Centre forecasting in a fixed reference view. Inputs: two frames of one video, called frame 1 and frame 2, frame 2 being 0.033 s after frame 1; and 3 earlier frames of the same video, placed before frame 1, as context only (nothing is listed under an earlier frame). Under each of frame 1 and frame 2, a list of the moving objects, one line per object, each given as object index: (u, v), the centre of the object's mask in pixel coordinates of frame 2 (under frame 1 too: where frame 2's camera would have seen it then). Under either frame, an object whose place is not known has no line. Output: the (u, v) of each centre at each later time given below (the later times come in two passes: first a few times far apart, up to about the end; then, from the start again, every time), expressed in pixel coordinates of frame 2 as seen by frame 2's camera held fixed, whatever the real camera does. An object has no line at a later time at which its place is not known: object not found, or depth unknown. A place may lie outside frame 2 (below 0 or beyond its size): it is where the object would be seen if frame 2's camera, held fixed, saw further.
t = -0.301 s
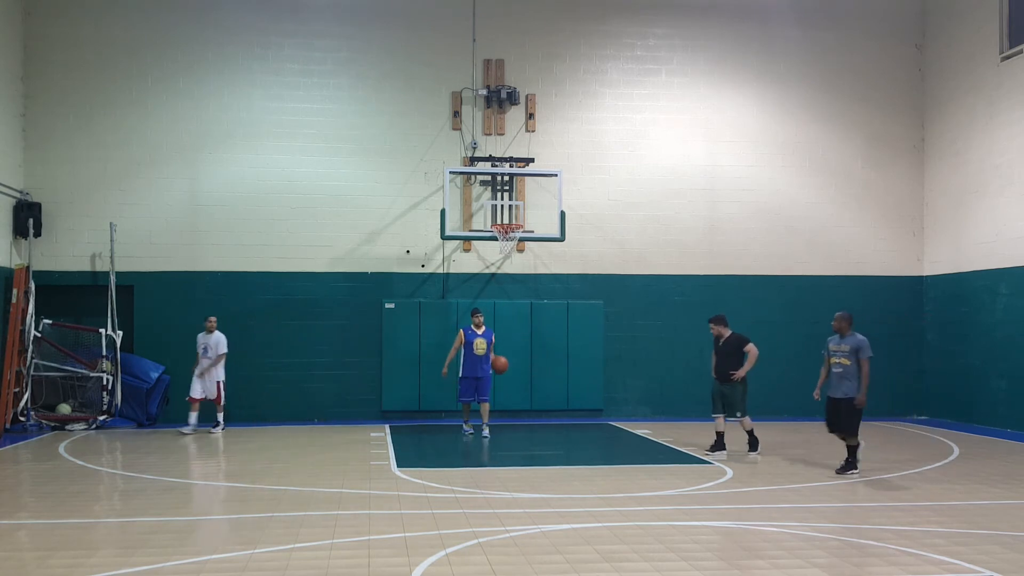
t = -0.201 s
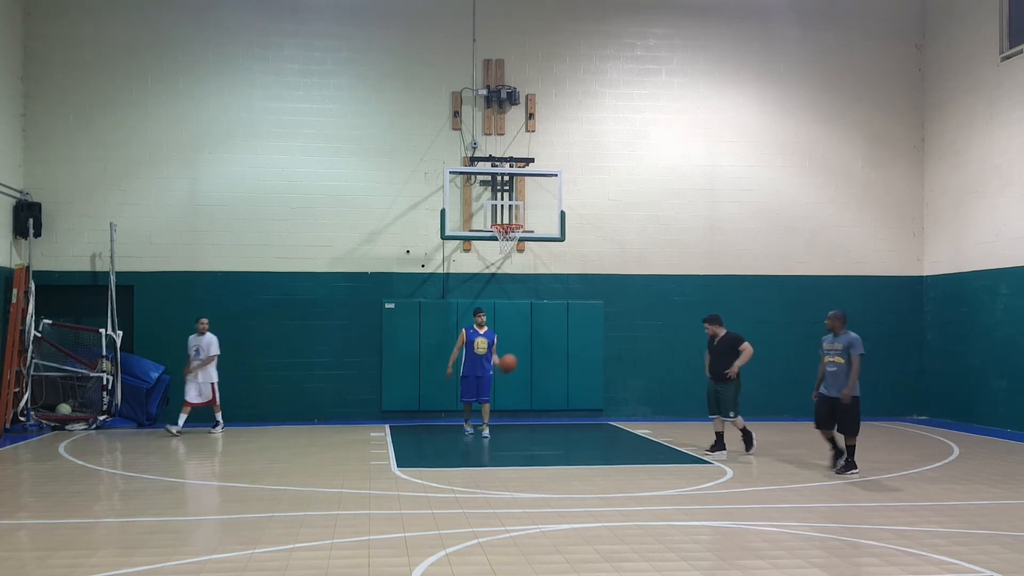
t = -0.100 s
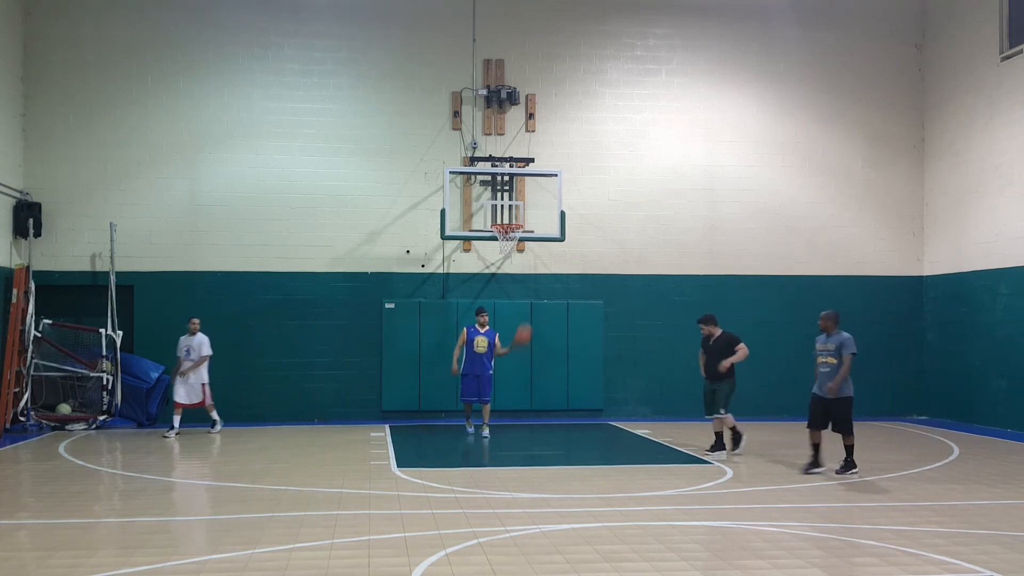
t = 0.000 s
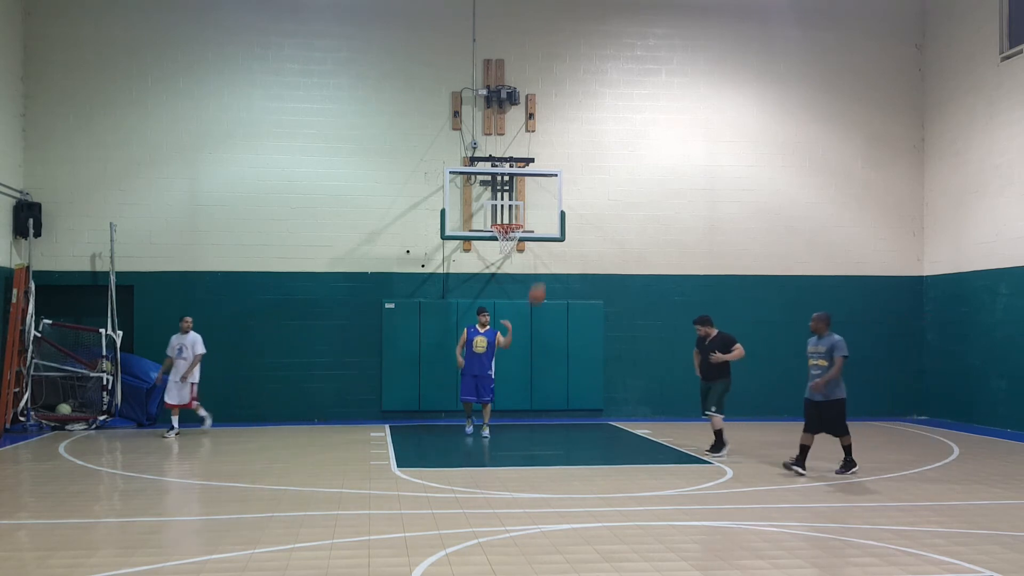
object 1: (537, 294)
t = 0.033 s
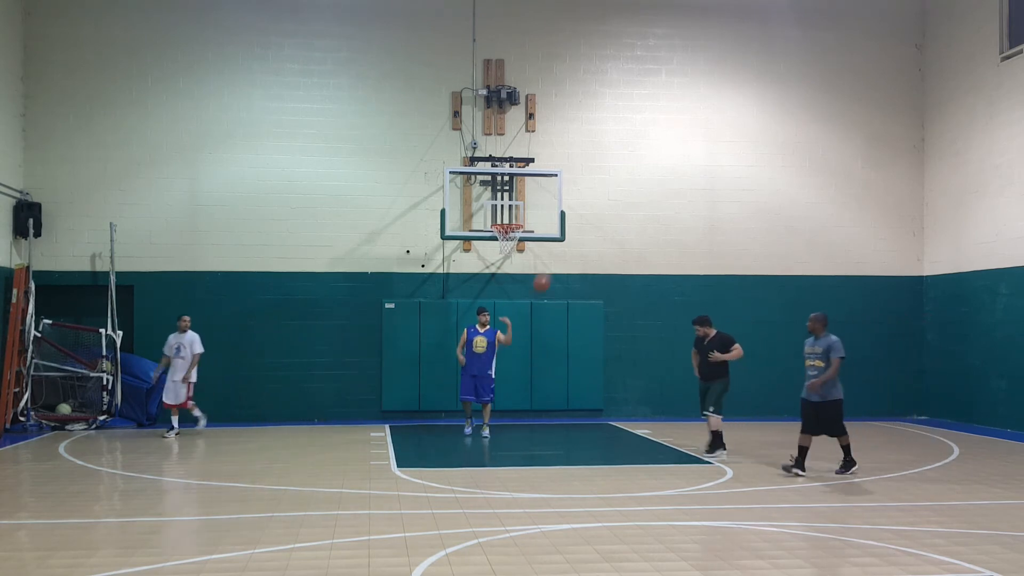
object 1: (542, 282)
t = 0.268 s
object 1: (577, 214)
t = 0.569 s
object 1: (627, 185)
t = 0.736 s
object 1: (657, 199)
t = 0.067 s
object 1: (547, 271)
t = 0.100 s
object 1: (552, 258)
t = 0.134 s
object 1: (556, 249)
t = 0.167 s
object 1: (562, 239)
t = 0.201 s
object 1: (567, 230)
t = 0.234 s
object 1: (573, 222)
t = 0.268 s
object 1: (577, 214)
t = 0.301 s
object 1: (582, 208)
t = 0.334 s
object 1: (588, 202)
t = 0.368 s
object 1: (593, 197)
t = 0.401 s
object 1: (599, 193)
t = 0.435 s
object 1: (604, 189)
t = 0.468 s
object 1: (610, 187)
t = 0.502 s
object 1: (616, 185)
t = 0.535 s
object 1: (621, 184)
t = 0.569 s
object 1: (627, 185)
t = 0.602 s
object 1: (633, 185)
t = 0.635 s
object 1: (639, 187)
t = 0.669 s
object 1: (645, 190)
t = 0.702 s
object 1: (651, 194)
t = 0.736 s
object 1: (657, 199)
